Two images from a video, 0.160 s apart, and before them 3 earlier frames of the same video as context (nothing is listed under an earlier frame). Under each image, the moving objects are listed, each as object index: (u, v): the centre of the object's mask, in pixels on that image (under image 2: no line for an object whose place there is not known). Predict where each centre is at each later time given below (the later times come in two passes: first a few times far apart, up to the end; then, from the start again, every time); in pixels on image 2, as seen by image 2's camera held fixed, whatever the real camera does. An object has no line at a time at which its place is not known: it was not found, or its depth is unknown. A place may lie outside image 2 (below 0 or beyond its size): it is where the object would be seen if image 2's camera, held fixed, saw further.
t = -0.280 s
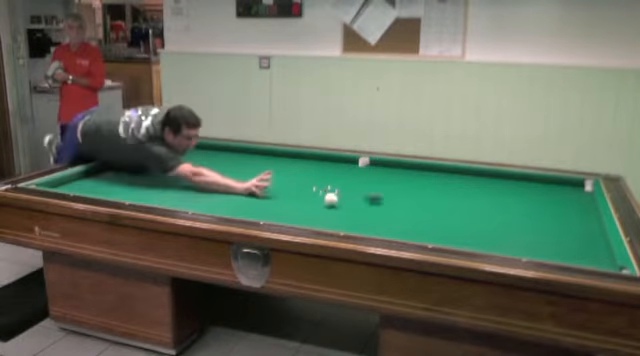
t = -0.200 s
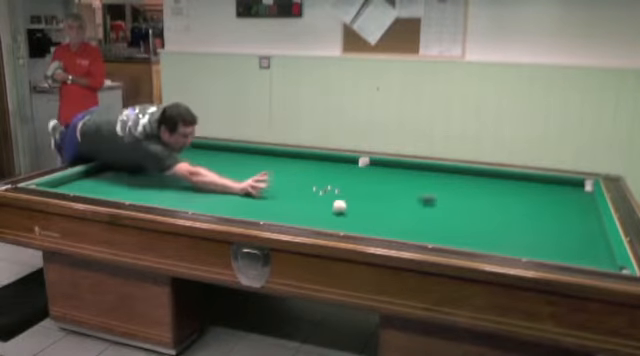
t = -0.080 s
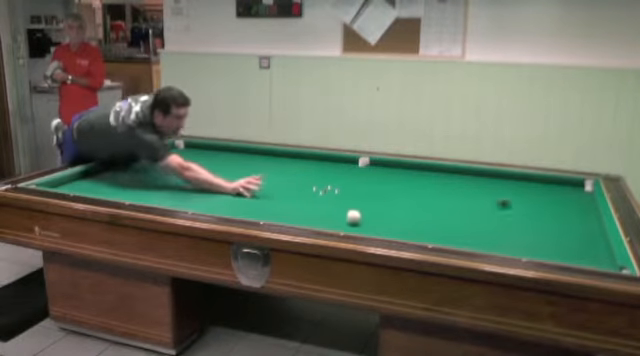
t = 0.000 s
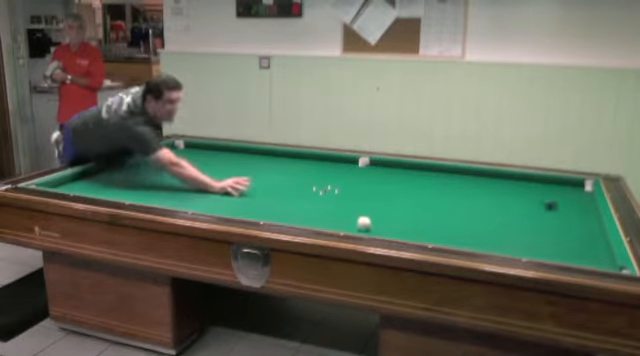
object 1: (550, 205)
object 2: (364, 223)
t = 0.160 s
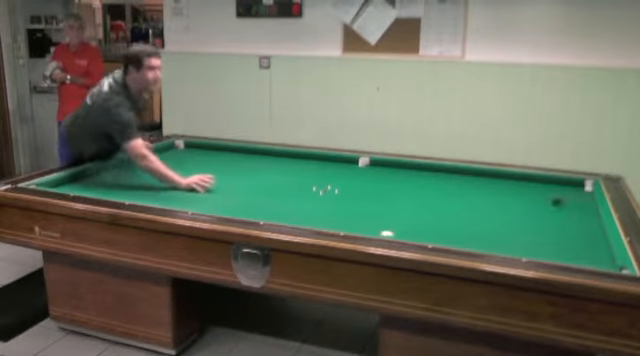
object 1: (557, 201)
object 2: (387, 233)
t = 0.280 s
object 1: (510, 192)
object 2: (409, 232)
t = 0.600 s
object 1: (413, 177)
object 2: (462, 230)
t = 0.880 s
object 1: (343, 165)
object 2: (504, 226)
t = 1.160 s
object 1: (280, 156)
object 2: (543, 222)
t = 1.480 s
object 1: (217, 149)
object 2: (582, 218)
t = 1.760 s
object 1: (181, 148)
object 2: (580, 212)
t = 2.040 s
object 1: (207, 151)
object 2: (561, 204)
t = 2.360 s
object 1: (235, 158)
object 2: (540, 196)
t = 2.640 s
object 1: (262, 164)
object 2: (524, 189)
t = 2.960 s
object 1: (294, 169)
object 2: (507, 183)
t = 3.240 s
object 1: (323, 176)
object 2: (494, 178)
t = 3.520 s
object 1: (355, 183)
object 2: (482, 173)
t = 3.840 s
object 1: (393, 190)
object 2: (467, 173)
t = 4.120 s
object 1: (428, 197)
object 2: (455, 173)
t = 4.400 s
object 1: (465, 205)
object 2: (443, 174)
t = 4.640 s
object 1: (498, 212)
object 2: (433, 174)
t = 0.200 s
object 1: (540, 198)
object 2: (395, 233)
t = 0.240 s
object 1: (525, 196)
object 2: (401, 233)
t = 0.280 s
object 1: (510, 192)
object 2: (409, 232)
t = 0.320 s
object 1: (496, 190)
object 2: (416, 232)
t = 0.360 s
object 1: (483, 188)
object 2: (422, 231)
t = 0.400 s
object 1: (470, 186)
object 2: (429, 232)
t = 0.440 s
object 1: (458, 184)
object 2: (436, 232)
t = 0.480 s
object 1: (446, 181)
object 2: (443, 231)
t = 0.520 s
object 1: (434, 180)
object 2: (449, 231)
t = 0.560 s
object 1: (424, 179)
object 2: (455, 230)
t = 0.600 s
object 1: (413, 177)
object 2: (462, 230)
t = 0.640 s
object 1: (403, 176)
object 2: (468, 229)
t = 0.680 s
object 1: (392, 174)
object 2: (474, 229)
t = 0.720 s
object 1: (381, 172)
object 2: (480, 228)
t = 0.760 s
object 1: (371, 171)
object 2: (486, 228)
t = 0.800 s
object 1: (361, 169)
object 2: (492, 227)
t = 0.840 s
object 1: (352, 165)
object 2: (498, 227)
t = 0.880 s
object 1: (343, 165)
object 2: (504, 226)
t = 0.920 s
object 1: (333, 164)
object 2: (510, 226)
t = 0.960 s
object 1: (323, 162)
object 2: (515, 225)
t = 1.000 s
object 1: (315, 161)
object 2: (521, 225)
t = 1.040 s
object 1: (306, 160)
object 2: (526, 224)
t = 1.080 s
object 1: (298, 159)
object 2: (532, 224)
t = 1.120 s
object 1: (289, 157)
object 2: (537, 223)
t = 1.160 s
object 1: (280, 156)
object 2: (543, 222)
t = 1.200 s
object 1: (272, 156)
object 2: (547, 222)
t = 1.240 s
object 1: (262, 155)
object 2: (552, 221)
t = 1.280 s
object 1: (262, 154)
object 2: (558, 221)
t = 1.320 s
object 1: (248, 151)
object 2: (563, 220)
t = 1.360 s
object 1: (240, 151)
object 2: (568, 220)
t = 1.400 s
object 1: (232, 150)
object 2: (572, 219)
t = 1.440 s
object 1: (224, 149)
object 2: (577, 219)
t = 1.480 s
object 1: (217, 149)
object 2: (582, 218)
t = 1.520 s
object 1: (208, 148)
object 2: (587, 218)
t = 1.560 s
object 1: (201, 147)
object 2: (592, 217)
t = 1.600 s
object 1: (192, 147)
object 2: (593, 217)
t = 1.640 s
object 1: (184, 148)
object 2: (590, 215)
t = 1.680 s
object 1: (180, 146)
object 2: (586, 214)
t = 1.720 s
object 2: (583, 213)
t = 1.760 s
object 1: (181, 148)
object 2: (580, 212)
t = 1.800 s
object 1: (185, 148)
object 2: (577, 210)
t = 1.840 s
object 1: (189, 149)
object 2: (575, 209)
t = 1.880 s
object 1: (194, 150)
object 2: (571, 208)
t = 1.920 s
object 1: (197, 150)
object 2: (569, 207)
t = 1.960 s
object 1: (201, 151)
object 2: (566, 206)
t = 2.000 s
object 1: (204, 151)
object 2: (563, 205)
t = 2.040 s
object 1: (207, 151)
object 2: (561, 204)
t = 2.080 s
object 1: (210, 152)
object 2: (558, 203)
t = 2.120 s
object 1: (214, 152)
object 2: (555, 202)
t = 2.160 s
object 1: (217, 153)
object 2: (553, 201)
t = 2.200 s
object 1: (221, 154)
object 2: (551, 200)
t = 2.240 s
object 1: (224, 155)
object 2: (548, 199)
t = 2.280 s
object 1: (228, 156)
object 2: (545, 198)
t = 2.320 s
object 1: (232, 157)
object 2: (543, 197)
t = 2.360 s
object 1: (235, 158)
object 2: (540, 196)
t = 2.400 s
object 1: (239, 159)
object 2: (538, 195)
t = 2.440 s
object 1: (243, 161)
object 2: (536, 194)
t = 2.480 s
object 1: (246, 160)
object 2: (533, 193)
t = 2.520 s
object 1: (250, 162)
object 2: (531, 192)
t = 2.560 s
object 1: (254, 163)
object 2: (528, 191)
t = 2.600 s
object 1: (258, 163)
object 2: (527, 190)
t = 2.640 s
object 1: (262, 164)
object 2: (524, 189)
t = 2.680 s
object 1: (265, 164)
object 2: (522, 188)
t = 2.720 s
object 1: (270, 165)
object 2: (520, 188)
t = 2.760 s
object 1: (274, 166)
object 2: (518, 187)
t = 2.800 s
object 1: (277, 167)
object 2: (516, 186)
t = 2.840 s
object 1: (281, 167)
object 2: (513, 185)
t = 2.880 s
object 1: (285, 168)
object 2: (511, 184)
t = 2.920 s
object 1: (289, 169)
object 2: (509, 184)
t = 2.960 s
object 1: (294, 169)
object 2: (507, 183)
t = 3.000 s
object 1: (298, 170)
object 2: (505, 182)
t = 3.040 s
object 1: (302, 172)
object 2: (503, 181)
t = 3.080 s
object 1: (306, 172)
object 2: (501, 180)
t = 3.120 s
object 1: (311, 173)
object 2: (499, 180)
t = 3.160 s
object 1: (315, 174)
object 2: (498, 179)
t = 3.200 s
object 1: (319, 175)
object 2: (496, 178)
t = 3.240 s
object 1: (323, 176)
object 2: (494, 178)
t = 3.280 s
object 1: (328, 177)
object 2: (492, 177)
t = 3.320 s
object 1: (333, 177)
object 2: (490, 176)
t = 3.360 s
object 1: (337, 179)
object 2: (488, 176)
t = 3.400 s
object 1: (341, 179)
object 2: (487, 175)
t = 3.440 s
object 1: (346, 181)
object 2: (485, 175)
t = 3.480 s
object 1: (350, 181)
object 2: (483, 174)
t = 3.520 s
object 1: (355, 183)
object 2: (482, 173)
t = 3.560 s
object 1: (360, 183)
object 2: (480, 173)
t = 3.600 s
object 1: (364, 184)
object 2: (478, 173)
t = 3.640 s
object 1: (369, 185)
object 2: (476, 173)
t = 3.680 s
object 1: (374, 186)
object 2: (474, 173)
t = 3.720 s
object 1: (378, 187)
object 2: (473, 173)
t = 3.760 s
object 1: (383, 188)
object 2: (471, 173)
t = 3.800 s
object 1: (388, 189)
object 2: (469, 173)
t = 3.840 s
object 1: (393, 190)
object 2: (467, 173)
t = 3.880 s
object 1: (398, 191)
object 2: (465, 173)
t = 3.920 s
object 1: (403, 192)
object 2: (464, 173)
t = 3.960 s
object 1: (408, 193)
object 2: (462, 173)
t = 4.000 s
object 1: (413, 194)
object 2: (460, 173)
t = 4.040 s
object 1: (418, 195)
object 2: (459, 173)
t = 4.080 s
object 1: (423, 196)
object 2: (457, 174)
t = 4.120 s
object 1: (428, 197)
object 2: (455, 173)
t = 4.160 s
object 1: (434, 198)
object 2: (453, 174)
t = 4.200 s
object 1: (439, 199)
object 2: (452, 174)
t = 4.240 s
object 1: (444, 200)
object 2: (450, 174)
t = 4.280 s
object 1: (449, 202)
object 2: (448, 174)
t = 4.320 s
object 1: (454, 202)
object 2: (446, 174)
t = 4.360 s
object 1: (460, 204)
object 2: (445, 174)
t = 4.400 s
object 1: (465, 205)
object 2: (443, 174)
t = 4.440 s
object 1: (471, 206)
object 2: (441, 174)
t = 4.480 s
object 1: (476, 207)
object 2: (440, 174)
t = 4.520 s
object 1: (481, 208)
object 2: (438, 174)
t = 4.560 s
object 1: (487, 210)
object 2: (436, 174)
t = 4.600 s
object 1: (493, 211)
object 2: (434, 174)
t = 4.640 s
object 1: (498, 212)
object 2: (433, 174)
